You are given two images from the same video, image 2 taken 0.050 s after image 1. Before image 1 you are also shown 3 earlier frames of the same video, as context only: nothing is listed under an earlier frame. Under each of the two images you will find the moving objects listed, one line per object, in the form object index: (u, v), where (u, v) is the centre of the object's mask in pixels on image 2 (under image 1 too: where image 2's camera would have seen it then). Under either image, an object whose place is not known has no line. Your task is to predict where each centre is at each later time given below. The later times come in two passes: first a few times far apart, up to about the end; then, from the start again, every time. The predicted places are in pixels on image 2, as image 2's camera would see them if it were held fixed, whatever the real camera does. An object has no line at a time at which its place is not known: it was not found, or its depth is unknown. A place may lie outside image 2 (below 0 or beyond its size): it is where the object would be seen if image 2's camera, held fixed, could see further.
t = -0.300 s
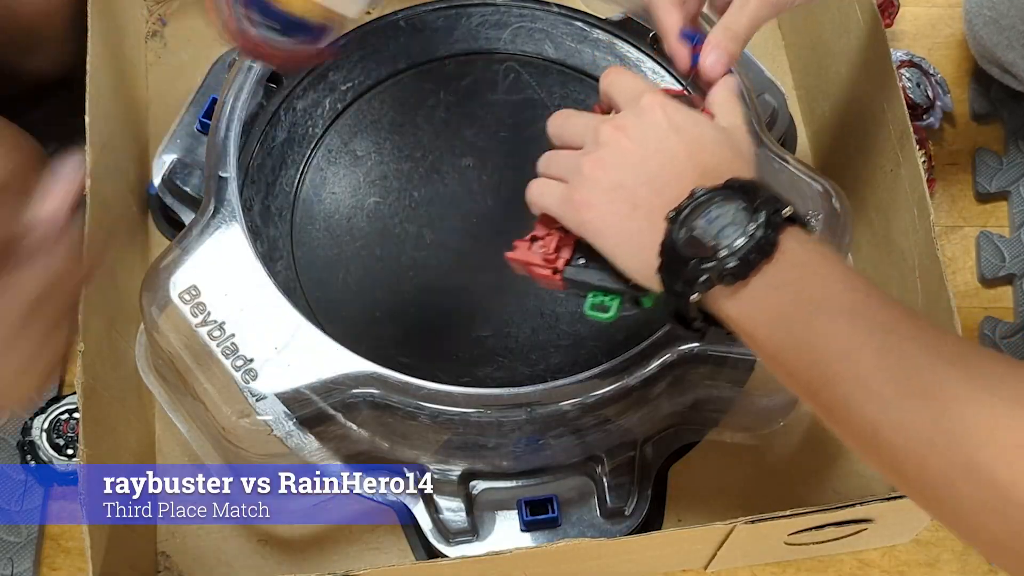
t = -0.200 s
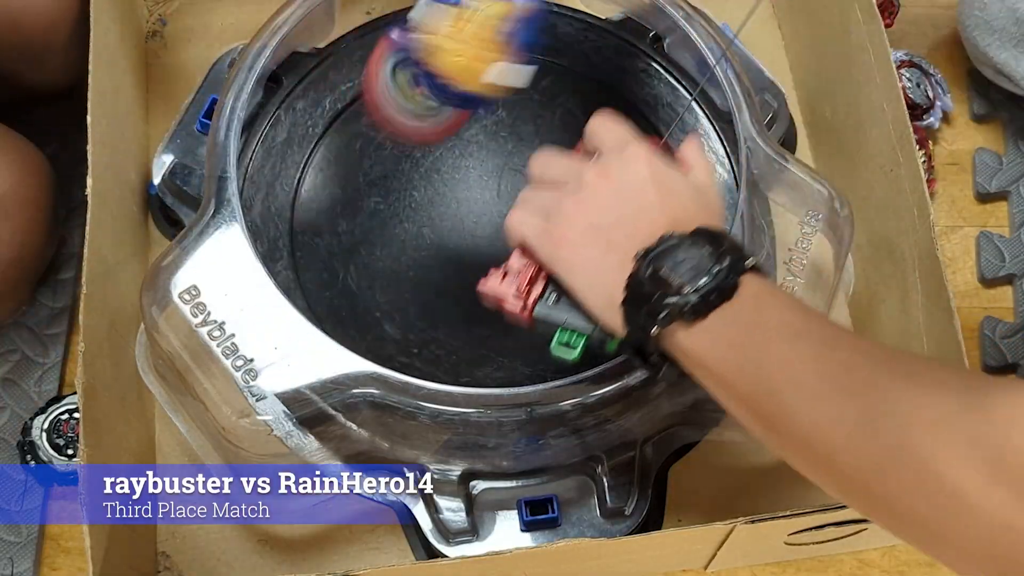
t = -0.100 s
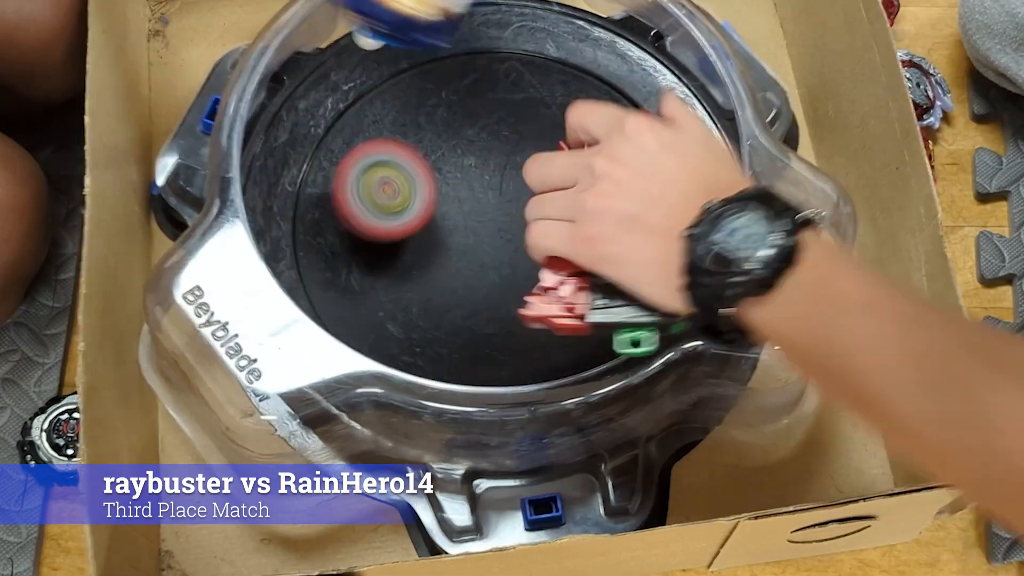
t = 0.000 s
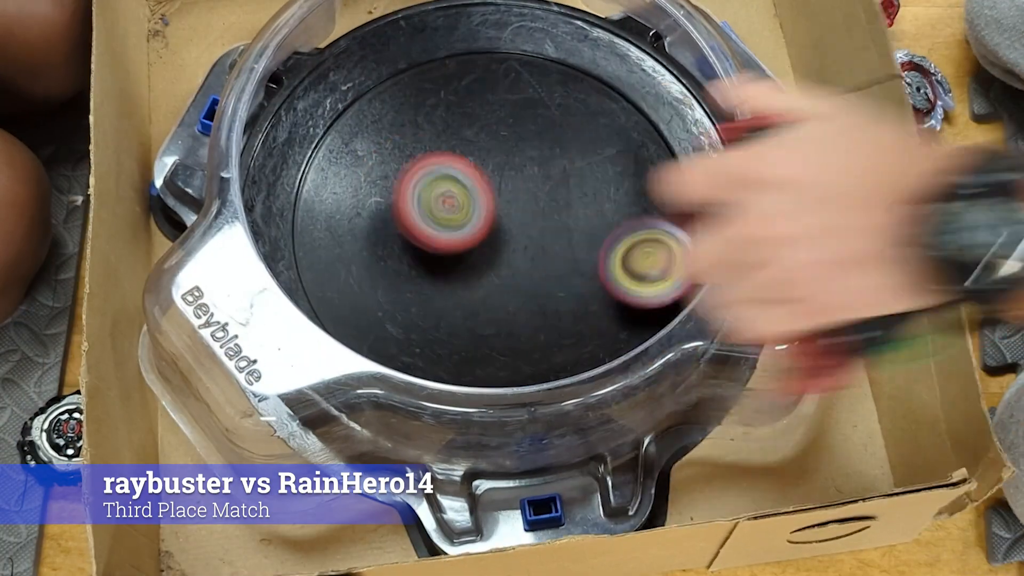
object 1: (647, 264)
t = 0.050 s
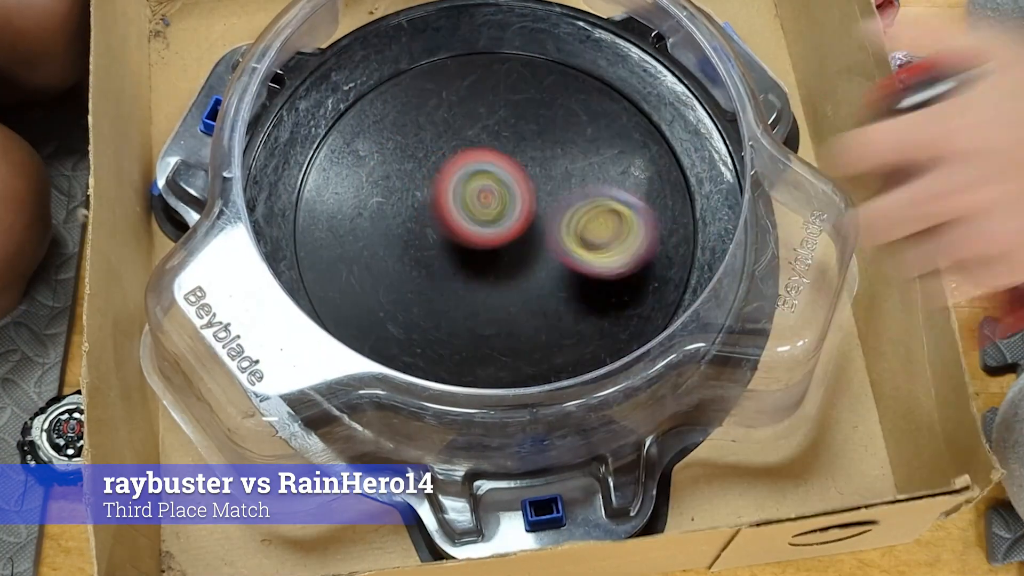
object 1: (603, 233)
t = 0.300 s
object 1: (566, 311)
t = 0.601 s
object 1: (630, 222)
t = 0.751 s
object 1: (406, 240)
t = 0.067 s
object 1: (587, 224)
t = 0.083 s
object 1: (579, 220)
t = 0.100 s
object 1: (578, 221)
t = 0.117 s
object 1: (579, 223)
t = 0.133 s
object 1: (579, 227)
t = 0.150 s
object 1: (579, 234)
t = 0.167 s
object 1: (580, 244)
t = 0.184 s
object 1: (579, 255)
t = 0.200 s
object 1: (579, 267)
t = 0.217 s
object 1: (577, 272)
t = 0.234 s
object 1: (574, 276)
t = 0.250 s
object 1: (572, 283)
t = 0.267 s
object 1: (569, 291)
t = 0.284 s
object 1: (566, 301)
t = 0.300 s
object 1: (566, 311)
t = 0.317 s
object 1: (570, 317)
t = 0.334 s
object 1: (573, 324)
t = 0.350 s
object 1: (576, 332)
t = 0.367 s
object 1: (583, 335)
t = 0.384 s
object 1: (593, 343)
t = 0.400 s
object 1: (603, 347)
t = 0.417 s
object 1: (616, 346)
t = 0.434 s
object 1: (627, 335)
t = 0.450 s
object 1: (635, 327)
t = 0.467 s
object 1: (644, 319)
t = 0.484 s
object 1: (652, 307)
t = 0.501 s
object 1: (658, 296)
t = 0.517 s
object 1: (662, 285)
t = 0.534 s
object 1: (660, 271)
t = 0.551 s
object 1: (661, 260)
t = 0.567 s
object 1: (653, 246)
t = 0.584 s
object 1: (643, 233)
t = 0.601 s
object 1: (630, 222)
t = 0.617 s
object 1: (612, 213)
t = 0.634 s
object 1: (588, 207)
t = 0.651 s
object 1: (566, 201)
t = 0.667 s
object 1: (538, 199)
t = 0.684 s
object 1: (513, 200)
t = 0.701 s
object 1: (486, 204)
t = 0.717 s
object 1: (459, 213)
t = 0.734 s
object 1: (432, 224)
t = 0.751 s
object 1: (406, 240)
